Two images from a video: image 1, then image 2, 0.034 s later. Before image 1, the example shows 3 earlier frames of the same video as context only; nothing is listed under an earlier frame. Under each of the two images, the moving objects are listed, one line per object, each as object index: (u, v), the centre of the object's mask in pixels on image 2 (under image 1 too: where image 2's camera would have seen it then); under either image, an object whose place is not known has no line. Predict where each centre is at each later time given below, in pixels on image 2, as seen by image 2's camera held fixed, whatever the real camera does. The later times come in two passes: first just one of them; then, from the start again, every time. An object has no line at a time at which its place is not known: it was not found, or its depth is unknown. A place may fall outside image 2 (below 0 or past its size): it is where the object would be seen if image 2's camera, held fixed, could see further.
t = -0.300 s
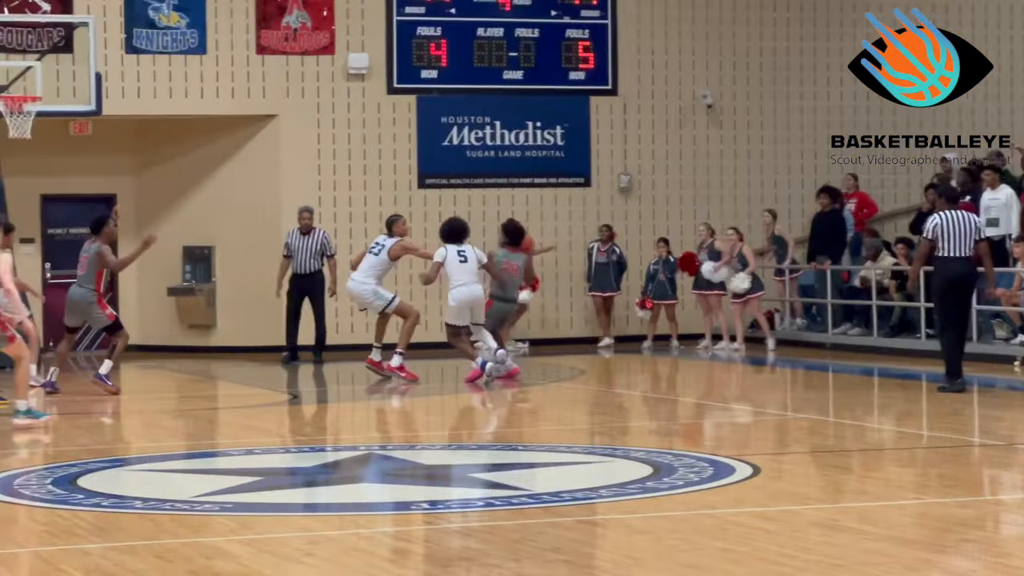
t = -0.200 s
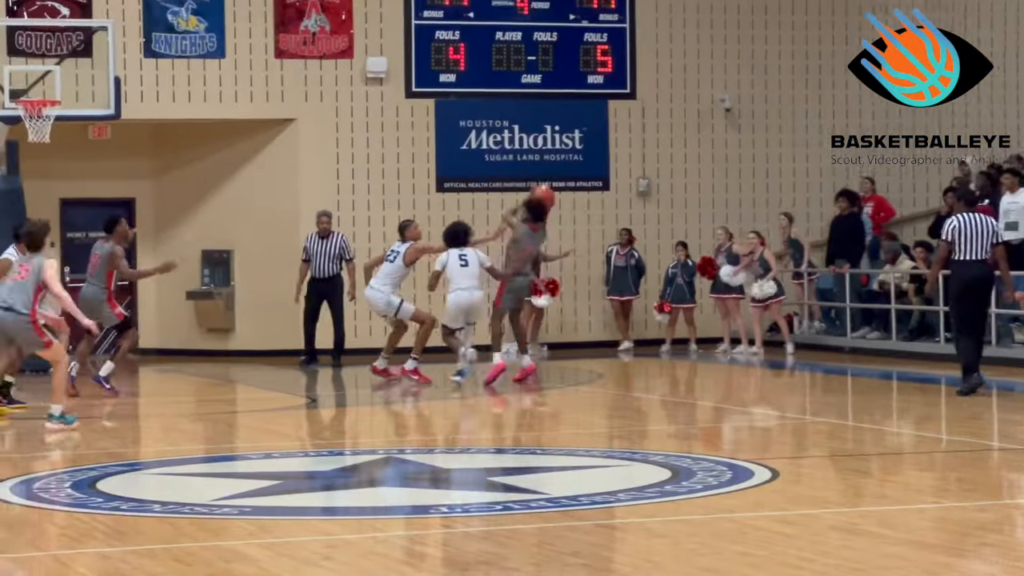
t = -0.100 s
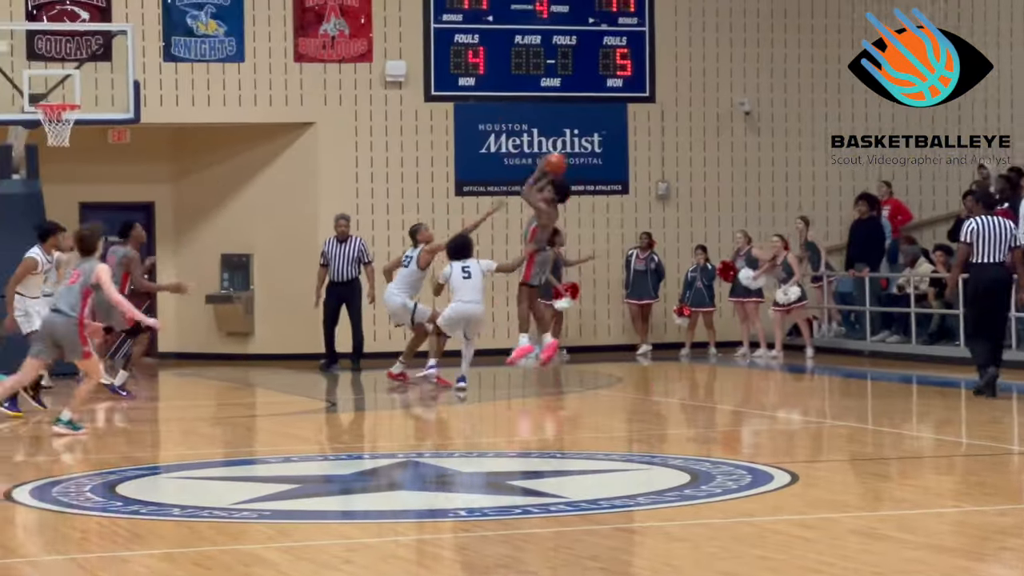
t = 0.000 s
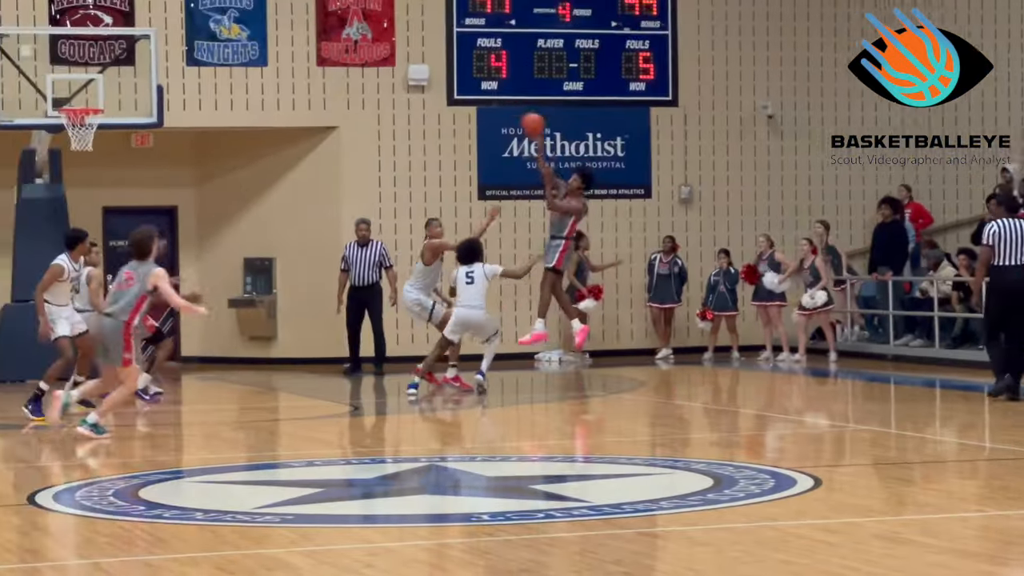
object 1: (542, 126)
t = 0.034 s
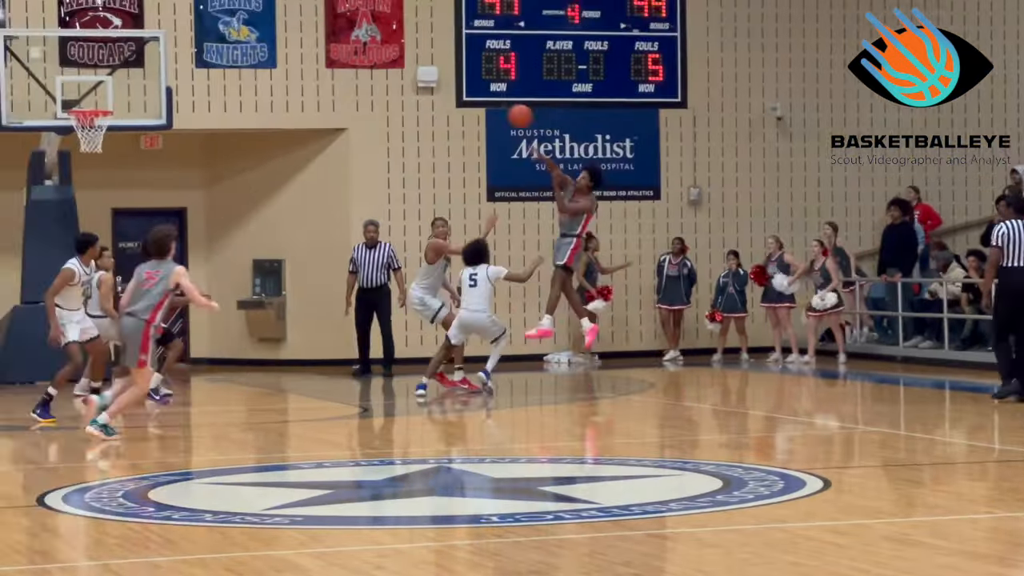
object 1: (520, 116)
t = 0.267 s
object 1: (361, 73)
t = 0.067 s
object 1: (498, 107)
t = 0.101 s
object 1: (476, 99)
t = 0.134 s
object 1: (453, 93)
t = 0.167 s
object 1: (431, 87)
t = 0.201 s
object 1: (407, 81)
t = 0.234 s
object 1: (384, 76)
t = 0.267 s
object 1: (361, 73)
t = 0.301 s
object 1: (337, 71)
